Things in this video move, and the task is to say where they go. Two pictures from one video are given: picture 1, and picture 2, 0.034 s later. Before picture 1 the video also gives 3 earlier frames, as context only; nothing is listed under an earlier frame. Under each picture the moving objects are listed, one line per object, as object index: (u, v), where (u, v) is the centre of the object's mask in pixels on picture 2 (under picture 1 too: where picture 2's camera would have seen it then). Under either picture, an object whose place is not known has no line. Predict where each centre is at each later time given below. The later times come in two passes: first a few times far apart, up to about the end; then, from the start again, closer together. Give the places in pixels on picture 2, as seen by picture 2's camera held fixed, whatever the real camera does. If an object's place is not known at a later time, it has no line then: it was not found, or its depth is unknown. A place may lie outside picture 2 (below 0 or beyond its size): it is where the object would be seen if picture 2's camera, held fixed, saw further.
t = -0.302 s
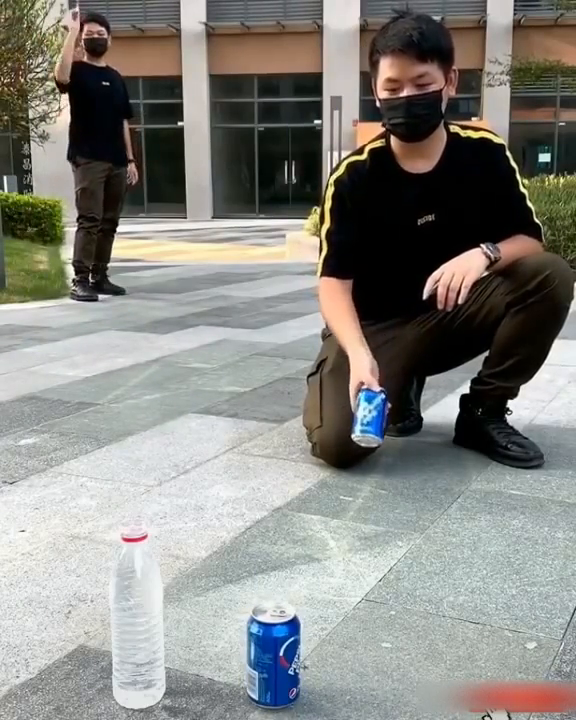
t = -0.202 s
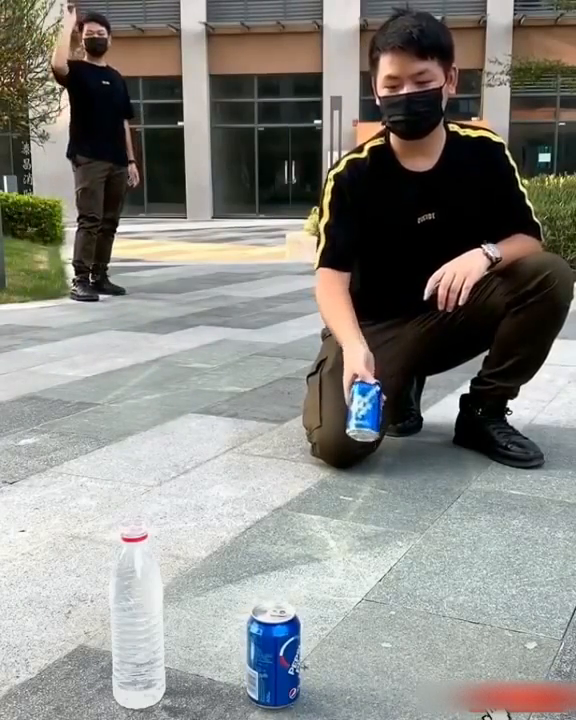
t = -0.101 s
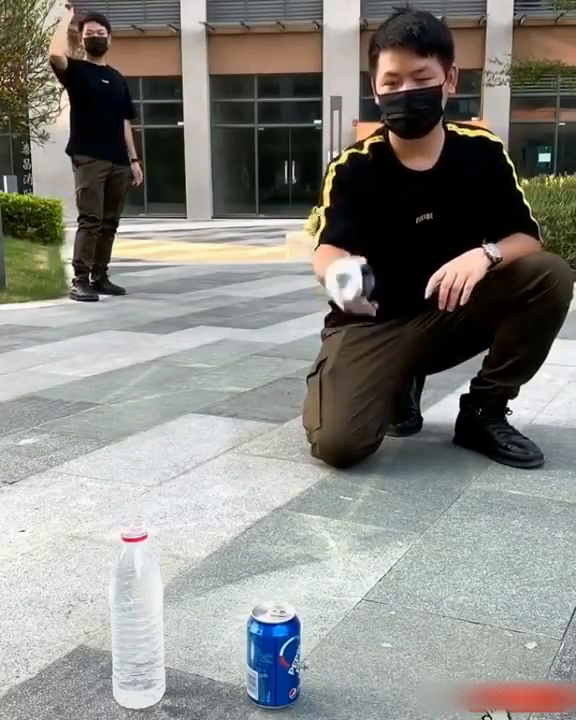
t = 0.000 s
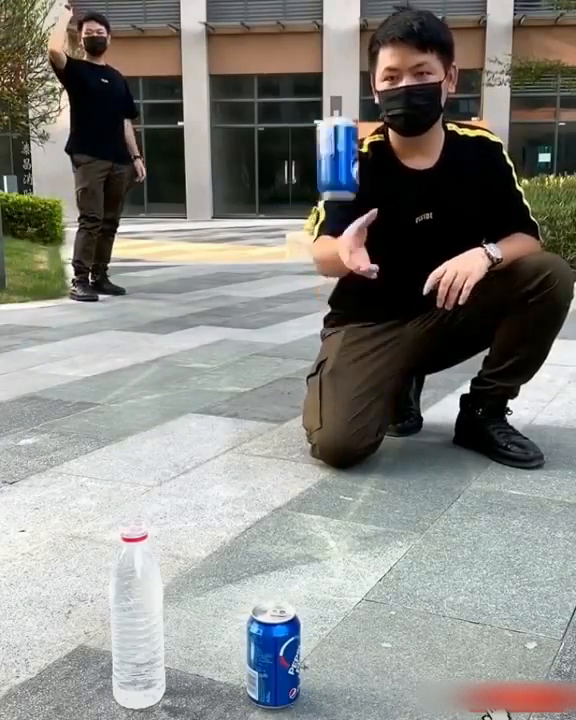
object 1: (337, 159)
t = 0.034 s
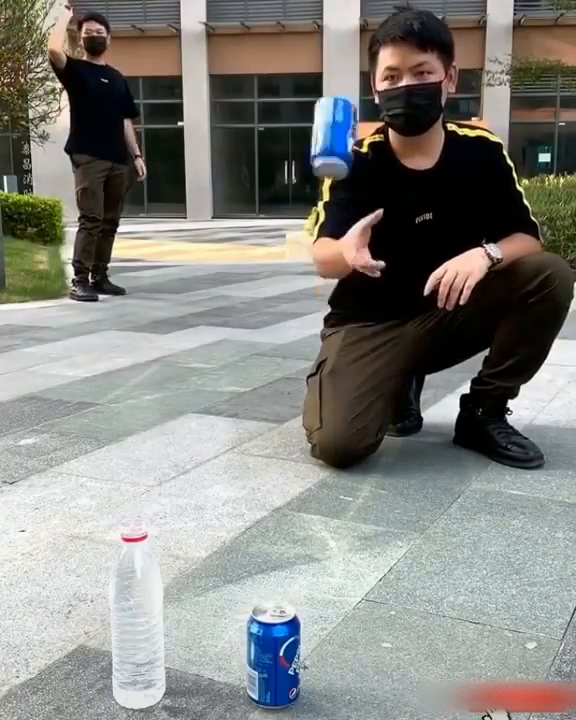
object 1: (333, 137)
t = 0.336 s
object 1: (284, 249)
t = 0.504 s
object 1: (271, 566)
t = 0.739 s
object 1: (270, 567)
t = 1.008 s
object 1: (270, 567)
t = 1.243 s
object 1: (270, 567)
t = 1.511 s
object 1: (270, 567)
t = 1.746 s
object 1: (270, 567)
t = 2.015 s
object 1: (270, 567)
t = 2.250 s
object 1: (270, 567)
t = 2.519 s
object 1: (270, 567)
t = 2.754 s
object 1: (270, 567)
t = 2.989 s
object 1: (270, 567)
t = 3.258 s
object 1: (270, 567)
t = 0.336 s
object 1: (284, 249)
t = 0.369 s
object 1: (278, 307)
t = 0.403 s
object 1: (272, 371)
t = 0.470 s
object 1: (270, 566)
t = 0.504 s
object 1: (271, 566)
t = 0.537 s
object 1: (272, 567)
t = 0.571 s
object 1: (272, 568)
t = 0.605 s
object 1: (271, 568)
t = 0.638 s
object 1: (270, 567)
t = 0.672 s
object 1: (270, 567)
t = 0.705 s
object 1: (270, 567)
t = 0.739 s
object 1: (270, 567)
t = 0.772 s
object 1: (270, 567)
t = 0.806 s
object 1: (270, 567)
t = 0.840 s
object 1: (270, 567)
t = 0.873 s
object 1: (270, 567)
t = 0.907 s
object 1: (270, 567)
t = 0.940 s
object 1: (270, 567)
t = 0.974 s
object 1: (270, 567)
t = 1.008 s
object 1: (270, 567)
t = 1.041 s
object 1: (270, 567)
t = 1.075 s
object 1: (270, 567)
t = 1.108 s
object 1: (270, 567)
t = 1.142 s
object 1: (270, 567)
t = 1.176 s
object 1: (270, 567)
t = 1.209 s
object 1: (270, 567)
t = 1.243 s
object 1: (270, 567)
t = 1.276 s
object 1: (270, 567)
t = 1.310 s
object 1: (270, 567)
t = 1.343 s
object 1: (270, 567)
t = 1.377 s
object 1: (270, 567)
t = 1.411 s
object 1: (270, 567)
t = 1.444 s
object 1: (270, 567)
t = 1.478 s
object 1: (270, 567)
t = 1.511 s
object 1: (270, 567)
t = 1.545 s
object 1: (270, 567)
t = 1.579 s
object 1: (270, 567)
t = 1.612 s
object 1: (270, 567)
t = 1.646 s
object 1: (270, 567)
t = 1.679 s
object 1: (270, 567)
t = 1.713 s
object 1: (270, 567)
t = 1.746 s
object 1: (270, 567)
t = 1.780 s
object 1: (270, 567)
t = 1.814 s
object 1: (270, 567)
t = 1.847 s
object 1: (270, 567)
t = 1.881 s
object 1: (270, 567)
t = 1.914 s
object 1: (270, 567)
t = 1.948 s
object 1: (270, 567)
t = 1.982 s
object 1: (270, 567)
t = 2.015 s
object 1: (270, 567)
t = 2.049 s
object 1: (270, 567)
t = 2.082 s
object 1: (270, 567)
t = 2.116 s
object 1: (270, 567)
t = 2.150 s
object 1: (270, 567)
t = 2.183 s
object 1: (270, 567)
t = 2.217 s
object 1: (270, 567)
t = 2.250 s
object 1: (270, 567)
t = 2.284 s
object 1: (270, 567)
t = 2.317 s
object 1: (270, 567)
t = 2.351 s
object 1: (270, 567)
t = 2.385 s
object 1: (270, 567)
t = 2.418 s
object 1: (270, 567)
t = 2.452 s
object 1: (270, 567)
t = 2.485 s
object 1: (270, 567)
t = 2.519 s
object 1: (270, 567)
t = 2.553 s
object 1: (270, 567)
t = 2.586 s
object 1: (270, 567)
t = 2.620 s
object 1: (270, 567)
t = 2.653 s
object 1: (270, 567)
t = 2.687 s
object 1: (270, 567)
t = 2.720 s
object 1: (270, 567)
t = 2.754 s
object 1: (270, 567)
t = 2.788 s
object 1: (270, 567)
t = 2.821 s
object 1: (270, 567)
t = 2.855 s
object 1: (270, 567)
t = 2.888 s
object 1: (270, 567)
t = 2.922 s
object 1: (270, 567)
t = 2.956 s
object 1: (270, 567)
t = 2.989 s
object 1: (270, 567)
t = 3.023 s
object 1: (270, 567)
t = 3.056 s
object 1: (270, 567)
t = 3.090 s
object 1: (270, 567)
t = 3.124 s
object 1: (270, 567)
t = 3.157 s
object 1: (270, 567)
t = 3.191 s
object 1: (270, 567)
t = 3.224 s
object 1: (270, 567)
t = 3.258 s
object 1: (270, 567)
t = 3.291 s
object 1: (270, 567)
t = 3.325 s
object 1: (270, 567)
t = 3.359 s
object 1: (270, 567)
